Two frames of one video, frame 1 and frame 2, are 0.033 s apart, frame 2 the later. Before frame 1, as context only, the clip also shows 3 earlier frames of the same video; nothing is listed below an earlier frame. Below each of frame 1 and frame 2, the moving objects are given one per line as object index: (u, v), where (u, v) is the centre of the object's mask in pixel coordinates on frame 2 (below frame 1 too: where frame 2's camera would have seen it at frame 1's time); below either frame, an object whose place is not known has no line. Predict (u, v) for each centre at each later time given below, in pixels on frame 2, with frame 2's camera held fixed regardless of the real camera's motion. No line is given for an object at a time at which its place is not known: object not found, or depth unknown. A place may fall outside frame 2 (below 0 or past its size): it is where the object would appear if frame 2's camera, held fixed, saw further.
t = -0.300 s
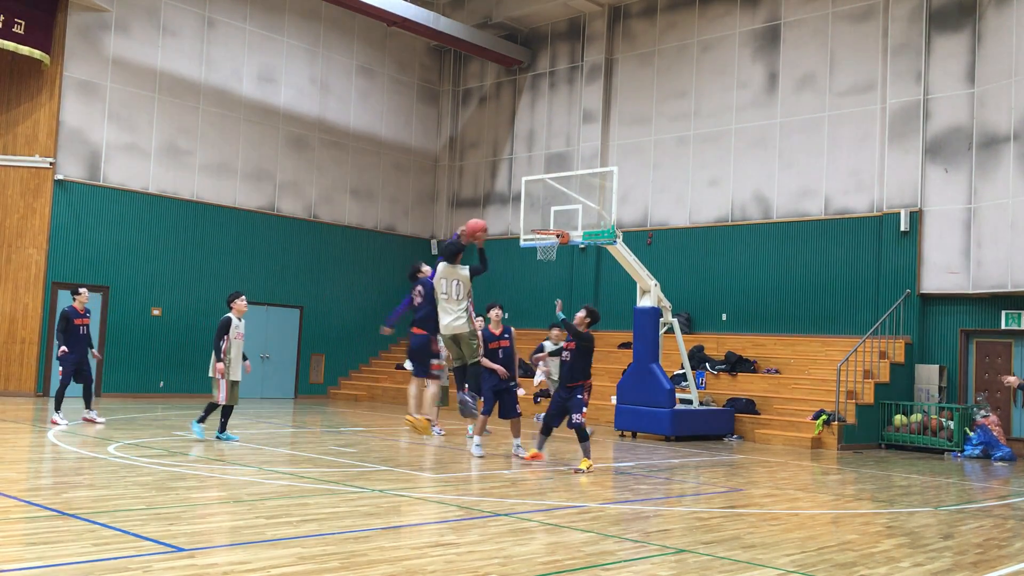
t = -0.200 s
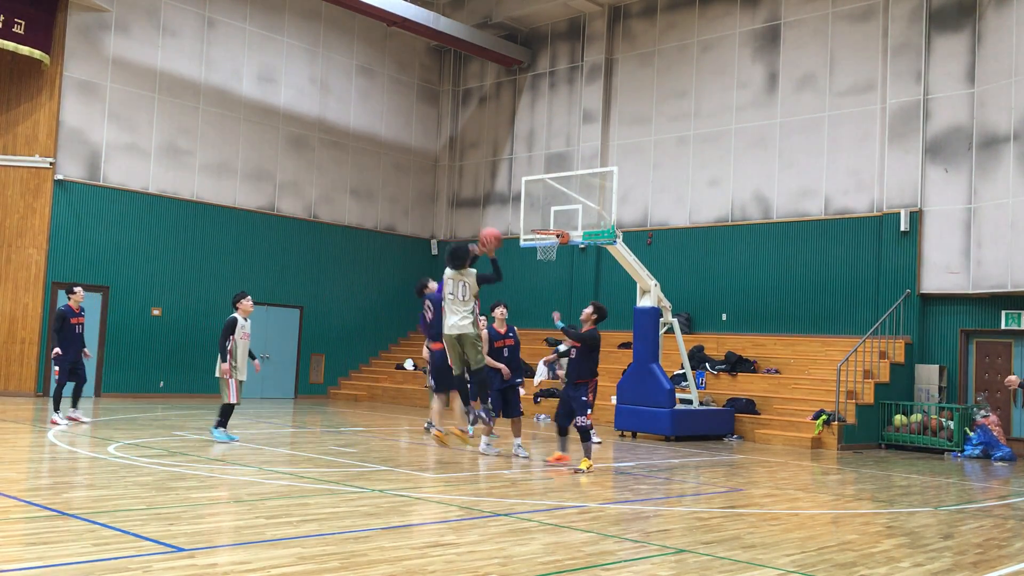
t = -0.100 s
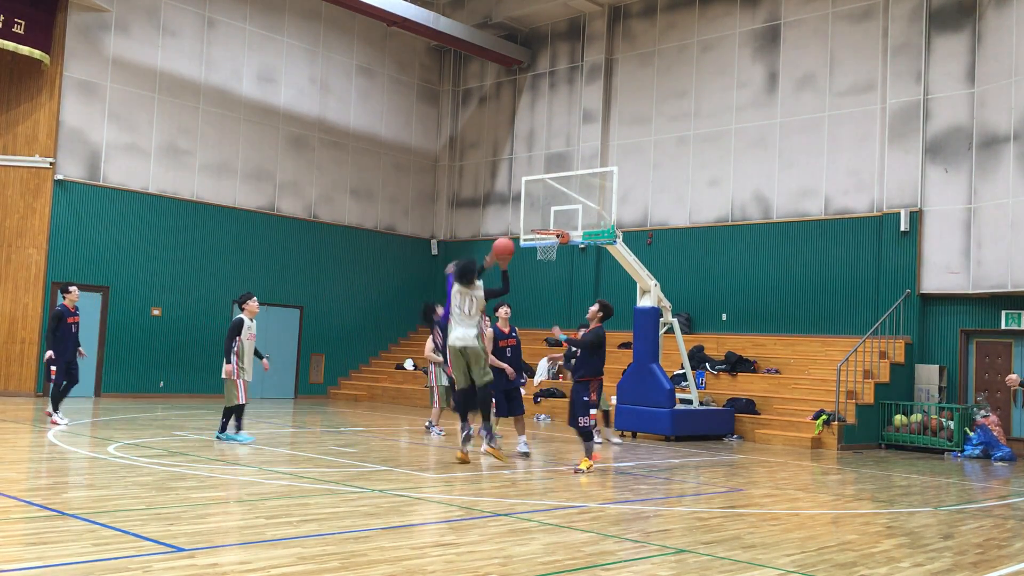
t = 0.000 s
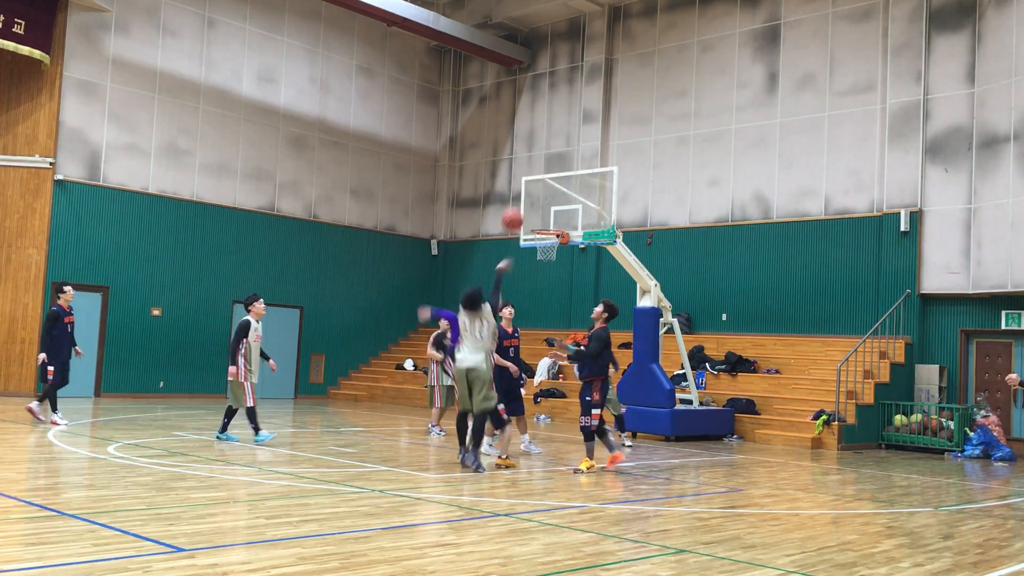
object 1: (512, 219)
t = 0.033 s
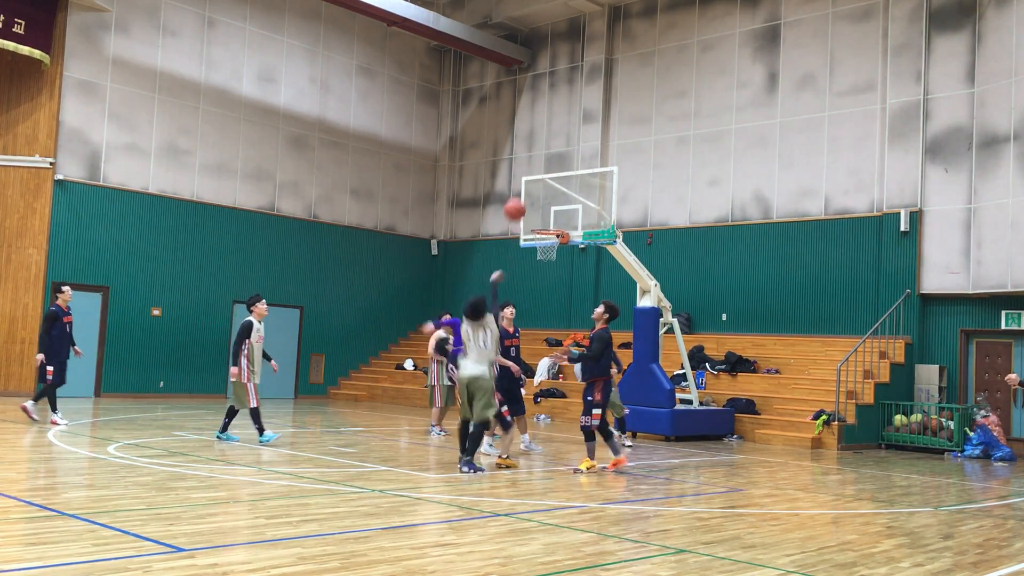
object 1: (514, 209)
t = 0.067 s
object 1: (517, 201)
